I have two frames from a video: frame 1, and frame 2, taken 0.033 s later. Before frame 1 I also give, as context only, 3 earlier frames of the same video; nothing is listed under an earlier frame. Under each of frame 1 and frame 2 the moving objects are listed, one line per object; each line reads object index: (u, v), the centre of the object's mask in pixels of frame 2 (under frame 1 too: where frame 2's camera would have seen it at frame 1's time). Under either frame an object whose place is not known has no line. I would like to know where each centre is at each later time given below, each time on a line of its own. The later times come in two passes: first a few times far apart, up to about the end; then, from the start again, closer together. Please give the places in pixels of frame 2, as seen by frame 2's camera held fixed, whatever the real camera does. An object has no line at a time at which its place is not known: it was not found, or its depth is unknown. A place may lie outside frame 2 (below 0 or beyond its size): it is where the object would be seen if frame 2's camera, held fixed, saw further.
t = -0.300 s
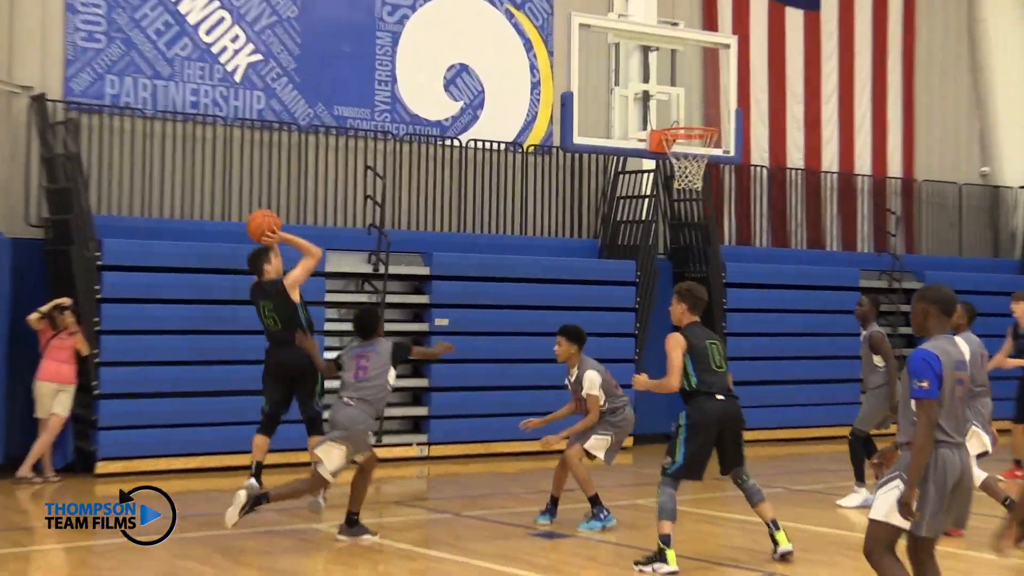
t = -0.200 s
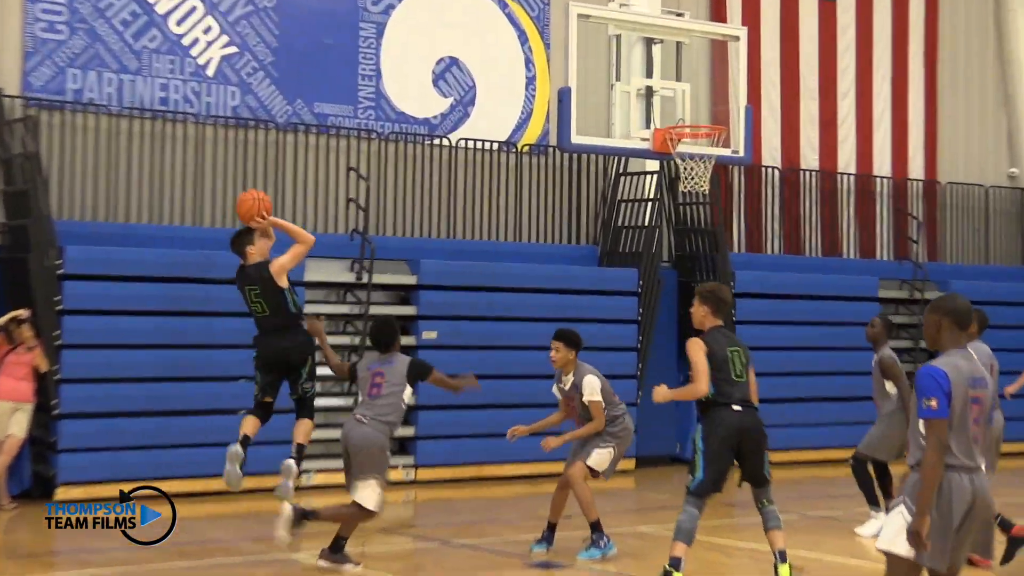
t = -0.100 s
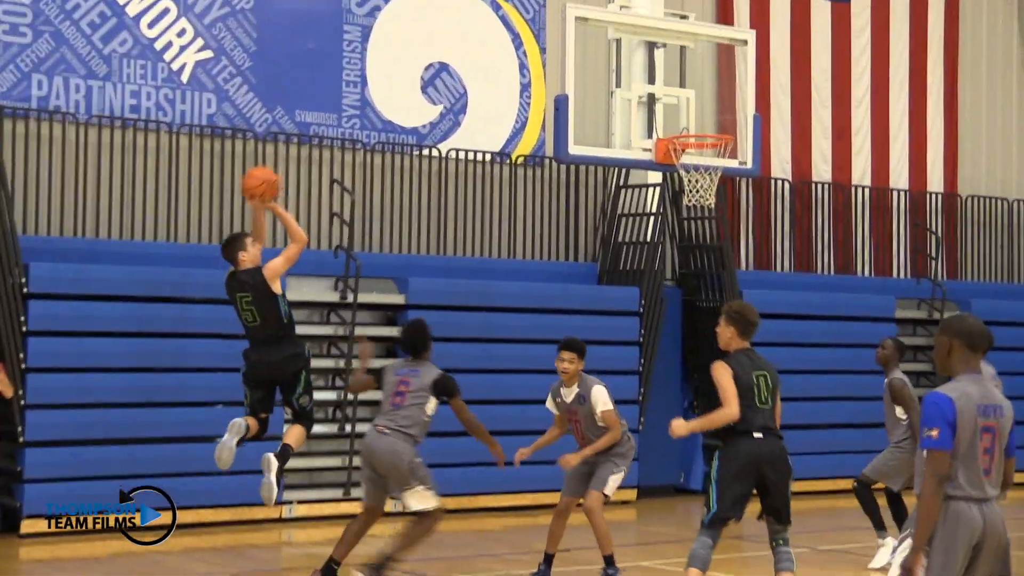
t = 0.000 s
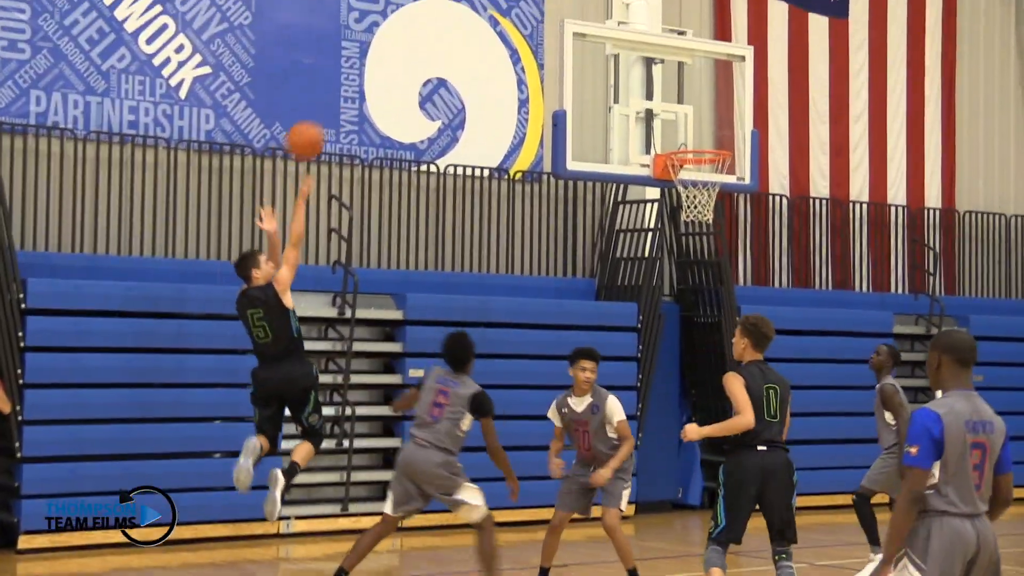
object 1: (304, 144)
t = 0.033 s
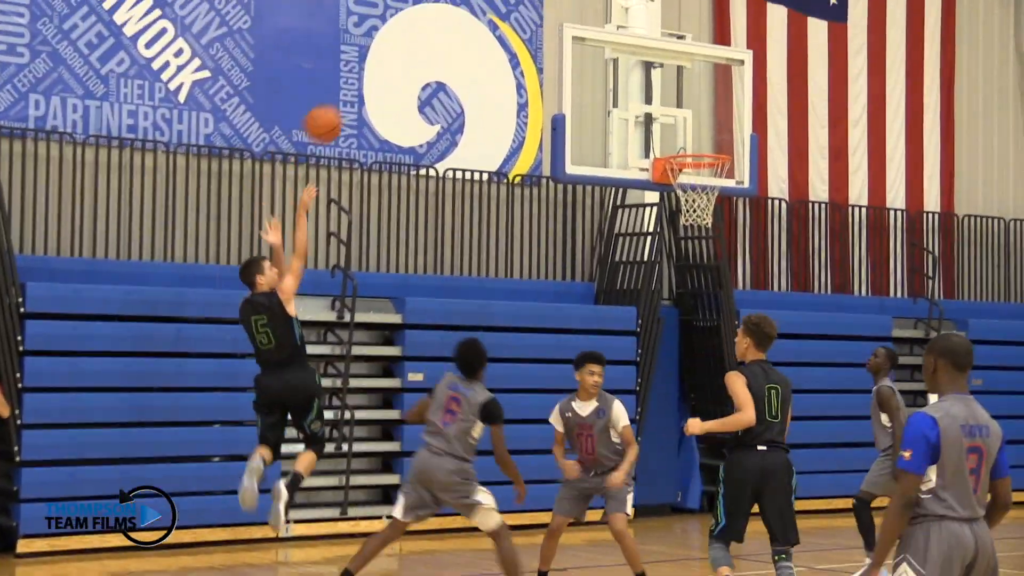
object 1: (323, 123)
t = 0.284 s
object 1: (458, 33)
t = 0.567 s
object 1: (597, 42)
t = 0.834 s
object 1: (715, 144)
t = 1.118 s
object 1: (689, 98)
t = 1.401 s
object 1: (709, 111)
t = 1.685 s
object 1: (684, 159)
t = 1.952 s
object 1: (726, 190)
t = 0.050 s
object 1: (333, 115)
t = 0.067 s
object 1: (342, 106)
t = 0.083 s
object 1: (351, 98)
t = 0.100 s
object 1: (361, 89)
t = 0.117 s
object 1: (370, 82)
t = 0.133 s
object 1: (379, 75)
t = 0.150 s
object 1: (388, 68)
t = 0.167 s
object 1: (397, 62)
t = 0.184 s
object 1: (406, 57)
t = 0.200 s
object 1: (415, 52)
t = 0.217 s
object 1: (423, 48)
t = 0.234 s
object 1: (432, 44)
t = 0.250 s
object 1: (441, 40)
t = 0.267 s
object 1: (449, 36)
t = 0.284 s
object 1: (458, 33)
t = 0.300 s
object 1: (467, 30)
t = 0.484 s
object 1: (558, 27)
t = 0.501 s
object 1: (566, 29)
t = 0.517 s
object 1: (573, 32)
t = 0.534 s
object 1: (582, 35)
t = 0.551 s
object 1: (589, 38)
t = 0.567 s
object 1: (597, 42)
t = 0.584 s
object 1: (604, 46)
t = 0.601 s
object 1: (612, 50)
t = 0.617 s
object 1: (620, 55)
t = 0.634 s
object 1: (627, 60)
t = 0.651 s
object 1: (635, 66)
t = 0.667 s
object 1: (642, 71)
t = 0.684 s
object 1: (649, 77)
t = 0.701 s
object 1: (657, 83)
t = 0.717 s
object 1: (665, 91)
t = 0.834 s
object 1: (715, 144)
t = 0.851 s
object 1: (715, 147)
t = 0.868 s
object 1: (707, 145)
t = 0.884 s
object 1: (698, 145)
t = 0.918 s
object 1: (681, 144)
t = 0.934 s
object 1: (675, 144)
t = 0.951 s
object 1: (676, 140)
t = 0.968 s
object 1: (678, 135)
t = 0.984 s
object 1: (679, 129)
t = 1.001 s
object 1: (680, 124)
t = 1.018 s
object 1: (682, 119)
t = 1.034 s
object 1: (683, 115)
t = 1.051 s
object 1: (684, 111)
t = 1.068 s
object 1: (685, 107)
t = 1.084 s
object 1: (686, 103)
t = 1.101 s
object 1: (688, 101)
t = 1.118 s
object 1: (689, 98)
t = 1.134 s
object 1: (690, 96)
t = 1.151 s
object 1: (691, 94)
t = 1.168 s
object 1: (692, 93)
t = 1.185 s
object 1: (693, 91)
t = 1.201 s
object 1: (694, 91)
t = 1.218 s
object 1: (695, 90)
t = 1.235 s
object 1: (697, 90)
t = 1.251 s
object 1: (698, 91)
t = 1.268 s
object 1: (699, 91)
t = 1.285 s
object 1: (700, 93)
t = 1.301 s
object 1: (701, 94)
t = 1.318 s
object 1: (703, 96)
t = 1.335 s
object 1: (704, 98)
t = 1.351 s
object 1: (705, 101)
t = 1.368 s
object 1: (707, 104)
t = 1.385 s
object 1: (708, 107)
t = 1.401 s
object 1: (709, 111)
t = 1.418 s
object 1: (710, 115)
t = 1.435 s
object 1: (711, 120)
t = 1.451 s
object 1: (712, 125)
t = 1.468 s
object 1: (714, 129)
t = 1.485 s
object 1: (715, 135)
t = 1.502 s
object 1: (716, 140)
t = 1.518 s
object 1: (714, 142)
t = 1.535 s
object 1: (711, 142)
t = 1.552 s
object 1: (707, 142)
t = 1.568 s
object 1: (703, 143)
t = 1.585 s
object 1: (699, 143)
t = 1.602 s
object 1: (695, 144)
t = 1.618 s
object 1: (691, 145)
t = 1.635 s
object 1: (687, 147)
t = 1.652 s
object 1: (684, 148)
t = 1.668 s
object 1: (680, 149)
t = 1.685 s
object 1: (684, 159)
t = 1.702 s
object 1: (685, 150)
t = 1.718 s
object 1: (689, 162)
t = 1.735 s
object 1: (692, 164)
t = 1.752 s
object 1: (697, 166)
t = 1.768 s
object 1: (701, 170)
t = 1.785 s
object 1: (706, 170)
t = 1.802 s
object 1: (709, 172)
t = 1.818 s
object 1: (713, 177)
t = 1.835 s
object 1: (717, 180)
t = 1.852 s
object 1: (719, 182)
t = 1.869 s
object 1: (722, 183)
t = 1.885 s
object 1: (724, 185)
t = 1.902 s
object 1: (725, 186)
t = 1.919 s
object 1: (725, 189)
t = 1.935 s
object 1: (726, 190)
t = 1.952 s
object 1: (726, 190)
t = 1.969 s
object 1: (725, 190)
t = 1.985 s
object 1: (725, 191)
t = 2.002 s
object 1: (724, 192)
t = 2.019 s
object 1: (723, 193)
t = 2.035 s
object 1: (722, 194)
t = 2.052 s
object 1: (722, 195)
